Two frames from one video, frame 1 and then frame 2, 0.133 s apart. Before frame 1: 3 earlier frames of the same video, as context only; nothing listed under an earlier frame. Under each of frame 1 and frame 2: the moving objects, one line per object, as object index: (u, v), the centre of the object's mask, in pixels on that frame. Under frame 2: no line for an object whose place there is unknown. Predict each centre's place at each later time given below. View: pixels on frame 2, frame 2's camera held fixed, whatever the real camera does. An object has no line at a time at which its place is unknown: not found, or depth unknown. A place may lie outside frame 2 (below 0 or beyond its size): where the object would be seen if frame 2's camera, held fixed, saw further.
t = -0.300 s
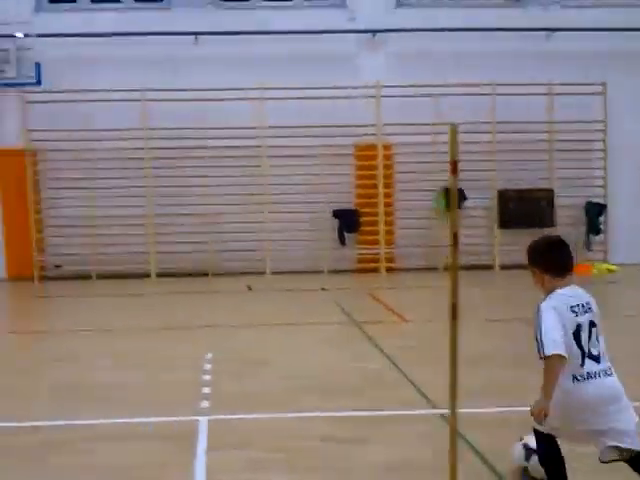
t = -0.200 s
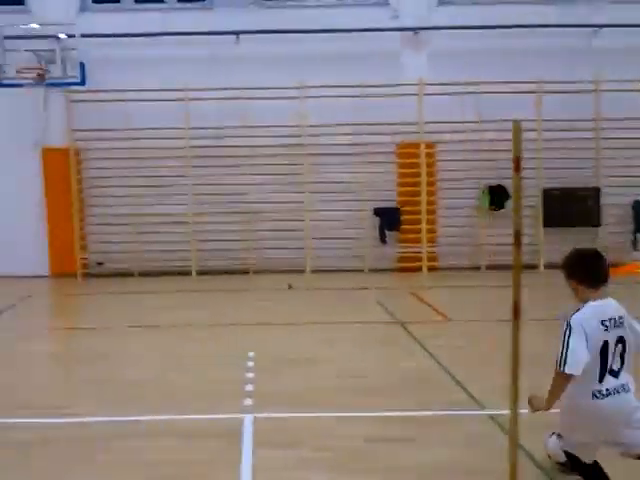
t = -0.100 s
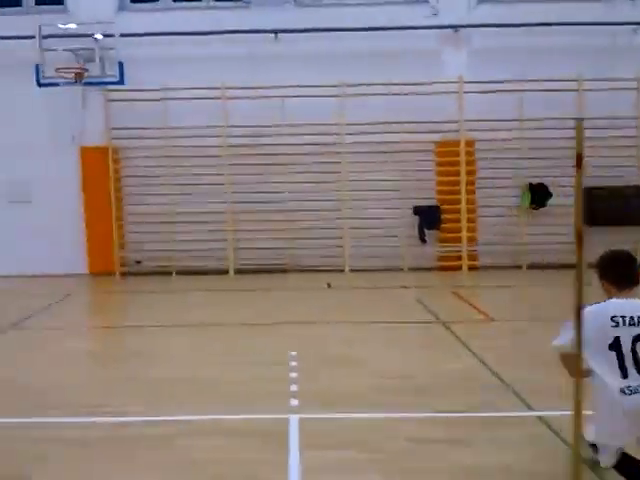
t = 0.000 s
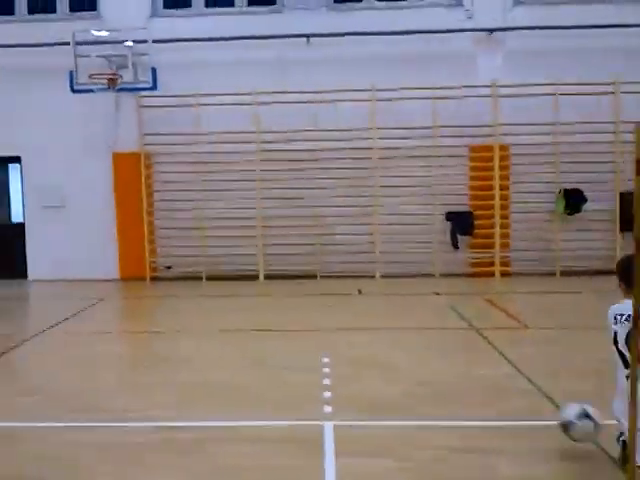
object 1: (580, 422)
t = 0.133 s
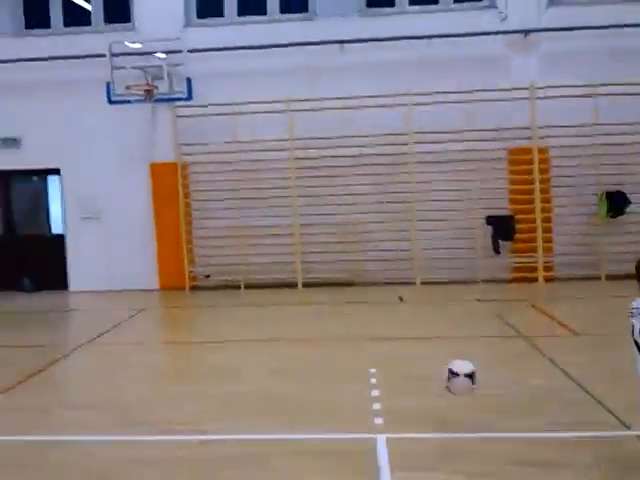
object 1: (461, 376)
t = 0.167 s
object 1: (424, 369)
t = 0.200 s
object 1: (390, 364)
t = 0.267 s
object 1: (330, 360)
